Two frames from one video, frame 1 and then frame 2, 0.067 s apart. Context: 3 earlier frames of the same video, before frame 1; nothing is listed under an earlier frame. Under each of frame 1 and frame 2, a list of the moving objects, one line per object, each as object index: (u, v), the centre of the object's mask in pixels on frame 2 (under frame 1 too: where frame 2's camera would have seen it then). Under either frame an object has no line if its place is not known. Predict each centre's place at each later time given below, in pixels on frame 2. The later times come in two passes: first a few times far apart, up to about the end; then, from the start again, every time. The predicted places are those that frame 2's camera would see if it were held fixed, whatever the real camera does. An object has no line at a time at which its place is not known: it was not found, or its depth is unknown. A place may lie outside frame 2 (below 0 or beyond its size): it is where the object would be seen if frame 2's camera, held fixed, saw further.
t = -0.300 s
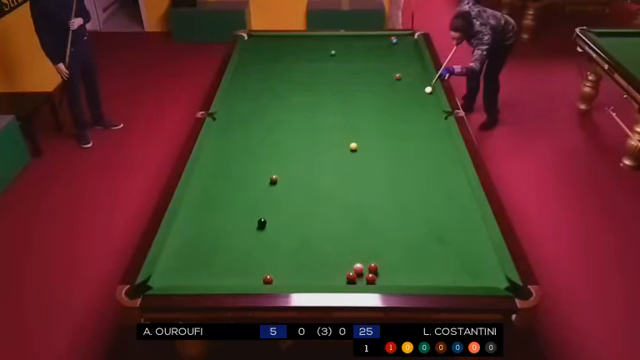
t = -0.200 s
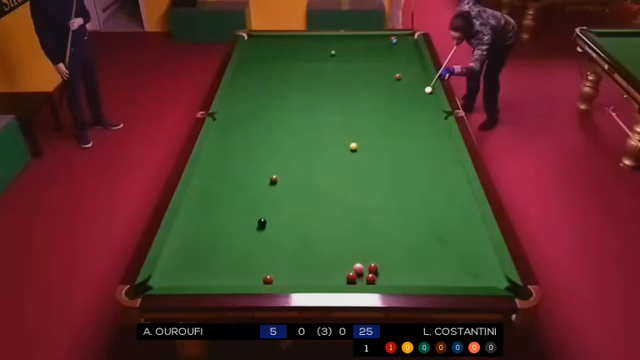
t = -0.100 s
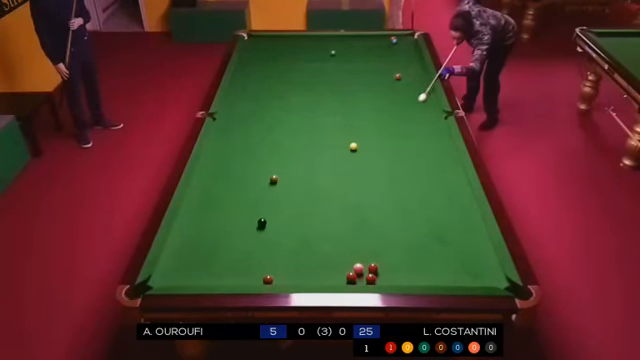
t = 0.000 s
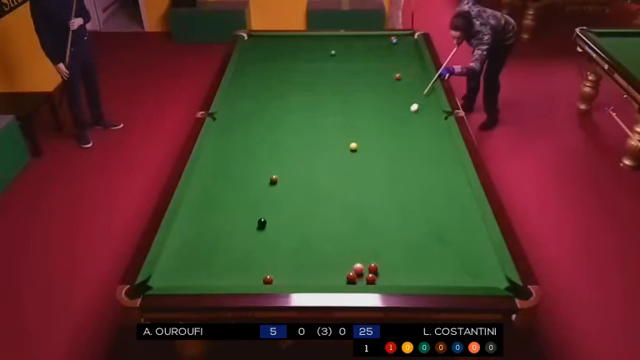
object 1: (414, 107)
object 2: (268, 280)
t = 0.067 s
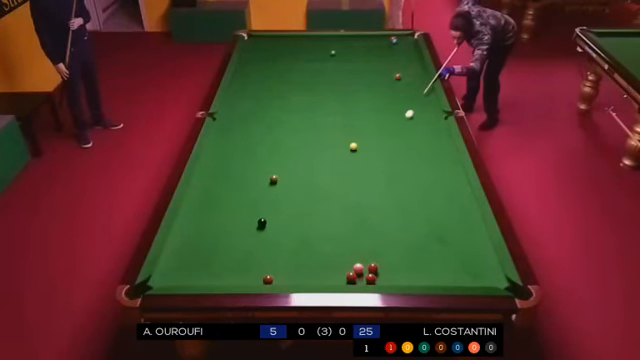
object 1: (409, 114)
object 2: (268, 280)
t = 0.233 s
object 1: (396, 130)
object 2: (268, 280)
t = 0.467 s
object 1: (375, 157)
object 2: (268, 280)
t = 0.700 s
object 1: (352, 187)
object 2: (268, 280)
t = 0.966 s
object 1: (320, 228)
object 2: (268, 279)
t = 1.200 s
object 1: (286, 271)
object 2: (267, 279)
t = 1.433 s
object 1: (285, 258)
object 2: (250, 277)
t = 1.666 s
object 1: (289, 235)
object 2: (230, 274)
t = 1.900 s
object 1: (293, 215)
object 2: (213, 269)
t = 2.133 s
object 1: (296, 198)
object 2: (197, 266)
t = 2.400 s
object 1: (299, 180)
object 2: (179, 262)
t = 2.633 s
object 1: (301, 167)
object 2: (164, 260)
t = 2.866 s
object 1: (302, 155)
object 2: (172, 258)
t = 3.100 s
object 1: (304, 144)
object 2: (182, 256)
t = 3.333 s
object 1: (305, 134)
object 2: (190, 255)
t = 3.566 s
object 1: (306, 125)
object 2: (196, 254)
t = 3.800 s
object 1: (306, 117)
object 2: (202, 253)
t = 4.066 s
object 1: (307, 108)
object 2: (207, 253)
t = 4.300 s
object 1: (307, 101)
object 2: (210, 253)
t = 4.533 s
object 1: (308, 95)
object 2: (212, 252)
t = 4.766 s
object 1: (308, 90)
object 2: (212, 253)
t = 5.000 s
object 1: (308, 85)
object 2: (212, 253)
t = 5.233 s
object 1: (308, 80)
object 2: (212, 253)
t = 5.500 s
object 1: (309, 75)
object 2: (212, 253)
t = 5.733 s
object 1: (309, 71)
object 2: (212, 253)
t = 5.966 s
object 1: (309, 68)
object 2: (212, 253)
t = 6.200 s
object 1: (310, 65)
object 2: (213, 253)
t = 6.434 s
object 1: (310, 62)
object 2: (213, 253)
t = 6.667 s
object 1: (310, 59)
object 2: (212, 253)
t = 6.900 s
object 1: (310, 57)
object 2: (212, 253)
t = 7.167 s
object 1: (310, 55)
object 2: (212, 253)
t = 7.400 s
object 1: (310, 53)
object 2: (213, 253)
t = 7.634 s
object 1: (310, 52)
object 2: (213, 253)
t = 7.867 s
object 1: (310, 51)
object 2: (213, 253)
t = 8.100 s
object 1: (310, 50)
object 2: (212, 253)
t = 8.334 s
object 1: (310, 49)
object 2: (212, 253)
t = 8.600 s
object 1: (310, 48)
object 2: (213, 253)
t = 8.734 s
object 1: (309, 48)
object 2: (213, 253)
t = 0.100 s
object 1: (407, 117)
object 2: (268, 280)
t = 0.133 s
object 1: (404, 120)
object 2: (268, 280)
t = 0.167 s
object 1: (401, 123)
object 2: (268, 280)
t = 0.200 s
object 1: (399, 127)
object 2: (268, 280)
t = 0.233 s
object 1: (396, 130)
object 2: (268, 280)
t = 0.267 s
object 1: (393, 134)
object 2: (268, 280)
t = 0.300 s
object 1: (391, 138)
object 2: (268, 280)
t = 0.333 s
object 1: (388, 141)
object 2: (268, 280)
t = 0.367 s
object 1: (385, 145)
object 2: (268, 280)
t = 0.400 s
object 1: (382, 149)
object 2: (268, 280)
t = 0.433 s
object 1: (379, 153)
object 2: (268, 280)
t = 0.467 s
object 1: (375, 157)
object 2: (268, 280)
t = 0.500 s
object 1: (372, 161)
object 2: (268, 280)
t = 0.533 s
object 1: (369, 165)
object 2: (268, 280)
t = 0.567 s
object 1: (366, 169)
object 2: (268, 280)
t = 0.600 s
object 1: (363, 173)
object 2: (268, 280)
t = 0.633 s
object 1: (359, 178)
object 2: (268, 280)
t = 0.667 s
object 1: (355, 182)
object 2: (268, 280)
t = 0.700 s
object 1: (352, 187)
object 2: (268, 280)
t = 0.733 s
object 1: (348, 192)
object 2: (268, 279)
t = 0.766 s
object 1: (344, 197)
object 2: (268, 279)
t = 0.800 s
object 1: (341, 202)
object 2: (268, 279)
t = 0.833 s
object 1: (337, 207)
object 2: (268, 279)
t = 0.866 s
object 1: (333, 212)
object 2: (268, 279)
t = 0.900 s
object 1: (328, 217)
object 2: (268, 279)
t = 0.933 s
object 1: (324, 223)
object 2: (268, 279)
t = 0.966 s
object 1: (320, 228)
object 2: (268, 279)
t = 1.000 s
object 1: (316, 234)
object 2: (268, 279)
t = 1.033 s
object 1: (311, 240)
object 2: (268, 279)
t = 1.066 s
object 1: (306, 246)
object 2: (268, 279)
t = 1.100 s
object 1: (302, 252)
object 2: (268, 279)
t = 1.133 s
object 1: (297, 259)
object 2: (267, 279)
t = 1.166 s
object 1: (291, 265)
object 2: (267, 279)
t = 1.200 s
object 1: (286, 271)
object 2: (267, 279)
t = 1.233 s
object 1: (281, 278)
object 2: (267, 279)
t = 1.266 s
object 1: (279, 279)
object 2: (266, 279)
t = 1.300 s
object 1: (280, 274)
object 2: (262, 278)
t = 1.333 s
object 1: (282, 270)
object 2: (258, 278)
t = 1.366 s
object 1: (283, 265)
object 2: (256, 278)
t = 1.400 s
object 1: (284, 262)
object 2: (253, 277)
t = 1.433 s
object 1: (285, 258)
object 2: (250, 277)
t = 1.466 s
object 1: (285, 254)
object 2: (247, 277)
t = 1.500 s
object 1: (286, 251)
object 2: (244, 277)
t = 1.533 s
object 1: (286, 248)
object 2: (242, 276)
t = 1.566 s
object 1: (287, 244)
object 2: (239, 276)
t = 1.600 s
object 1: (288, 241)
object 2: (236, 275)
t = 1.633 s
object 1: (289, 238)
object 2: (233, 274)
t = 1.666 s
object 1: (289, 235)
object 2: (230, 274)
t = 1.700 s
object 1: (290, 232)
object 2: (228, 273)
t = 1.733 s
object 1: (290, 229)
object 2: (225, 273)
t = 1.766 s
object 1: (291, 226)
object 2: (223, 272)
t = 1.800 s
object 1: (291, 223)
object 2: (221, 271)
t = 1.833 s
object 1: (292, 221)
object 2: (218, 270)
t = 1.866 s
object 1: (292, 218)
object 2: (216, 270)
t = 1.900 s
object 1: (293, 215)
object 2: (213, 269)
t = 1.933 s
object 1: (293, 213)
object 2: (210, 268)
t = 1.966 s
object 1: (294, 210)
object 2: (208, 268)
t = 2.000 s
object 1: (294, 207)
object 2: (206, 268)
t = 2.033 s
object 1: (294, 205)
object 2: (204, 267)
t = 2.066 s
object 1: (295, 203)
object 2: (201, 266)
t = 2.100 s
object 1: (295, 200)
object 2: (199, 266)
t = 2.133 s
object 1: (296, 198)
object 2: (197, 266)
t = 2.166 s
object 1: (296, 195)
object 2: (194, 265)
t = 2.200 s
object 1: (297, 193)
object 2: (192, 265)
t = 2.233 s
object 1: (297, 191)
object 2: (190, 264)
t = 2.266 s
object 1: (297, 189)
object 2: (187, 264)
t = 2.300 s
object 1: (297, 186)
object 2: (185, 263)
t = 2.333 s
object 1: (298, 185)
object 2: (183, 263)
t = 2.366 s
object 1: (298, 182)
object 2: (181, 262)
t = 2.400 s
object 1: (299, 180)
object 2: (179, 262)
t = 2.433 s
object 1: (299, 178)
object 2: (177, 262)
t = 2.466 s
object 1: (299, 176)
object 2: (175, 261)
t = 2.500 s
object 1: (300, 174)
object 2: (172, 261)
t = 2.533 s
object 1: (300, 173)
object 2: (170, 261)
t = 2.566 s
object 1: (300, 170)
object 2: (168, 260)
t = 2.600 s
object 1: (300, 169)
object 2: (166, 260)
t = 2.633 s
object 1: (301, 167)
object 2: (164, 260)
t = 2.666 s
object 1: (301, 165)
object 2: (163, 259)
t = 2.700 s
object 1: (301, 163)
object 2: (164, 259)
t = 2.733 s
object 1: (301, 161)
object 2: (166, 259)
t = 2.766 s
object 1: (302, 160)
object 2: (168, 258)
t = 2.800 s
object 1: (302, 158)
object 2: (169, 258)
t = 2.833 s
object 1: (302, 156)
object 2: (171, 258)
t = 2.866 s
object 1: (302, 155)
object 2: (172, 258)
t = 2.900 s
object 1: (303, 153)
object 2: (174, 257)
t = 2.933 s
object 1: (303, 151)
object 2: (175, 257)
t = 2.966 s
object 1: (303, 150)
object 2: (177, 257)
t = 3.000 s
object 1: (303, 148)
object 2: (178, 257)
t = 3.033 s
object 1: (303, 147)
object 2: (179, 256)
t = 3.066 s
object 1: (304, 145)
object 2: (181, 256)
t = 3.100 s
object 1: (304, 144)
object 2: (182, 256)
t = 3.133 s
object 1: (304, 142)
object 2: (183, 256)
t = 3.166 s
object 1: (304, 141)
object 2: (184, 256)
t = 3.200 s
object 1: (304, 139)
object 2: (186, 255)
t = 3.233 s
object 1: (304, 138)
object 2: (186, 255)
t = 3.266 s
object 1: (305, 137)
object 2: (187, 255)
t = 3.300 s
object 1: (305, 135)
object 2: (188, 255)
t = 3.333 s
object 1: (305, 134)
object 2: (190, 255)
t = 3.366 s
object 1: (305, 133)
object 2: (191, 255)
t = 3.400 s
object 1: (305, 131)
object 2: (192, 254)
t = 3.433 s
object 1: (305, 130)
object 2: (193, 254)
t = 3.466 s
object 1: (305, 129)
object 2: (194, 254)
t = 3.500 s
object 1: (305, 127)
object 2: (195, 254)
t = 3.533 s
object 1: (305, 126)
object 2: (196, 254)
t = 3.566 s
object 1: (306, 125)
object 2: (196, 254)
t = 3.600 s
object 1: (306, 124)
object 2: (197, 254)
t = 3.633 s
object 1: (306, 122)
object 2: (198, 254)
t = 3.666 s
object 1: (306, 121)
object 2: (199, 254)
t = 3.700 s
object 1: (306, 120)
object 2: (200, 253)
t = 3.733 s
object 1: (306, 119)
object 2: (201, 253)
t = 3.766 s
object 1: (306, 118)
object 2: (201, 253)
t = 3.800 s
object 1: (306, 117)
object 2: (202, 253)
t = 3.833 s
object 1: (306, 116)
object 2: (203, 253)
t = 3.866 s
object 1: (306, 114)
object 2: (204, 253)
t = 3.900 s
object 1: (306, 113)
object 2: (204, 253)
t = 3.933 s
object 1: (307, 112)
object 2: (205, 253)
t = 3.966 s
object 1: (307, 111)
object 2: (206, 253)
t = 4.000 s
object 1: (307, 110)
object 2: (206, 253)
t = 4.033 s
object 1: (307, 109)
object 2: (207, 253)
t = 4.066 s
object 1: (307, 108)
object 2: (207, 253)
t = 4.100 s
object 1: (307, 107)
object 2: (208, 253)
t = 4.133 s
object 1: (307, 106)
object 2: (208, 253)
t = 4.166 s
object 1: (307, 105)
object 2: (209, 253)
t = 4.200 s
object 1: (307, 104)
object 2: (209, 253)
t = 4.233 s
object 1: (307, 103)
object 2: (210, 253)
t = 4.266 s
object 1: (307, 102)
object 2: (210, 253)
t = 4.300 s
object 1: (307, 101)
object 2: (210, 253)
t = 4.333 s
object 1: (307, 101)
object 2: (210, 253)
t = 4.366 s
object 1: (307, 100)
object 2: (211, 253)
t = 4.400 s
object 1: (307, 99)
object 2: (211, 253)
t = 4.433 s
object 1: (307, 98)
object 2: (211, 253)
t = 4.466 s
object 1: (308, 97)
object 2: (212, 253)
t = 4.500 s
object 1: (307, 96)
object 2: (212, 253)
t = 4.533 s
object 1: (308, 95)
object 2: (212, 252)
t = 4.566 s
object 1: (307, 94)
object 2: (212, 253)
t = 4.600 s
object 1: (308, 94)
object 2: (212, 253)
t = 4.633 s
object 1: (308, 93)
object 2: (212, 253)
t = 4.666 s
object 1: (308, 92)
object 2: (212, 253)
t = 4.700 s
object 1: (308, 91)
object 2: (212, 253)
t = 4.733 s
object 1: (308, 91)
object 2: (212, 253)
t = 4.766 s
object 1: (308, 90)
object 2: (212, 253)
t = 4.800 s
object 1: (308, 89)
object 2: (212, 253)
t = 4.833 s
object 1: (308, 88)
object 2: (212, 253)
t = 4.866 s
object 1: (308, 88)
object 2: (212, 253)
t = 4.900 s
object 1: (308, 87)
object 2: (212, 253)
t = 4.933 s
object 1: (308, 86)
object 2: (212, 253)
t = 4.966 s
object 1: (308, 85)
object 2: (212, 253)
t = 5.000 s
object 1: (308, 85)
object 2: (212, 253)
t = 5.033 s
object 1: (308, 84)
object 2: (212, 253)
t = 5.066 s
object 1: (308, 83)
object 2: (212, 253)
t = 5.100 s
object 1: (308, 83)
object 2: (212, 253)
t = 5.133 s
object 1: (308, 82)
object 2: (212, 253)
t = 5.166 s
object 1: (308, 81)
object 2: (212, 253)
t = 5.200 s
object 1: (308, 81)
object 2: (212, 253)
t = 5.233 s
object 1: (308, 80)
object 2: (212, 253)
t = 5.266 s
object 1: (308, 80)
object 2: (212, 253)
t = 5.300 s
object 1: (308, 79)
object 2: (212, 253)
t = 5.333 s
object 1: (309, 78)
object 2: (212, 253)
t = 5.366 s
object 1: (309, 78)
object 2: (212, 253)
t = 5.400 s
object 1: (309, 77)
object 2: (212, 253)
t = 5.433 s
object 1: (309, 76)
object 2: (212, 253)
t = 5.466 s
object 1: (309, 76)
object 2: (212, 253)
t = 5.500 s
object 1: (309, 75)
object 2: (212, 253)
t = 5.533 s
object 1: (309, 74)
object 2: (212, 253)
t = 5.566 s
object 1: (309, 74)
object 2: (212, 253)
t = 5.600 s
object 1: (309, 73)
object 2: (212, 253)
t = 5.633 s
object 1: (309, 73)
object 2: (212, 253)
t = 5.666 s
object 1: (309, 72)
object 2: (212, 253)
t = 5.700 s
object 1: (309, 72)
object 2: (212, 253)
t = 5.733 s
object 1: (309, 71)
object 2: (212, 253)
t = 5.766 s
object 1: (309, 71)
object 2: (212, 253)
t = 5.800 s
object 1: (309, 70)
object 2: (212, 253)
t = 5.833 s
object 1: (309, 70)
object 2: (212, 253)
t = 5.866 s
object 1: (309, 69)
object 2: (212, 253)
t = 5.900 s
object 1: (309, 69)
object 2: (212, 253)
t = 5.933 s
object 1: (309, 68)
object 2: (212, 253)
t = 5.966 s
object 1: (309, 68)
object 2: (212, 253)
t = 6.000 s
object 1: (309, 68)
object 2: (212, 253)
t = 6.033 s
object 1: (309, 67)
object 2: (212, 253)
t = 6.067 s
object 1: (309, 66)
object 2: (213, 253)
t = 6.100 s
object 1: (309, 66)
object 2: (213, 253)
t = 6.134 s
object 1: (309, 66)
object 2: (212, 253)
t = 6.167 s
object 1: (309, 65)
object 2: (212, 253)
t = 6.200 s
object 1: (310, 65)
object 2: (213, 253)
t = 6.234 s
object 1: (310, 65)
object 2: (213, 253)
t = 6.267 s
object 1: (309, 64)
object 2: (213, 253)
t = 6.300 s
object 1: (309, 64)
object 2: (213, 253)
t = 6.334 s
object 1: (310, 63)
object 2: (213, 253)
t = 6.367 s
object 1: (310, 63)
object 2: (213, 253)
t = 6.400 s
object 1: (310, 62)
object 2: (213, 253)
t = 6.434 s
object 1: (310, 62)
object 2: (213, 253)
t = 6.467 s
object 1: (310, 62)
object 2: (213, 253)
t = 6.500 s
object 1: (310, 61)
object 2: (213, 253)
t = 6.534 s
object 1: (310, 61)
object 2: (213, 253)
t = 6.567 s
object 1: (310, 61)
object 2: (213, 253)
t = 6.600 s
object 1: (310, 60)
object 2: (212, 253)
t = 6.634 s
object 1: (310, 60)
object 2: (213, 253)
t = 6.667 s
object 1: (310, 59)
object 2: (212, 253)
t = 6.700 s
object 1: (310, 59)
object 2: (212, 253)
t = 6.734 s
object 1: (310, 59)
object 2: (212, 253)
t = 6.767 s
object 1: (310, 59)
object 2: (212, 253)
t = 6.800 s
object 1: (310, 58)
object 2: (212, 253)
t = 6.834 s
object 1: (310, 58)
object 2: (212, 253)
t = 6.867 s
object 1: (310, 57)
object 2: (212, 253)
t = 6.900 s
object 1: (310, 57)
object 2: (212, 253)
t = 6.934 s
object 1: (310, 57)
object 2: (212, 253)
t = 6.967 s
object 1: (310, 57)
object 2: (212, 253)
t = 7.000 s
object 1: (310, 57)
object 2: (212, 253)
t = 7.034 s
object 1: (310, 56)
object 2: (213, 253)
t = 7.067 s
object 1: (310, 56)
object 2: (212, 253)
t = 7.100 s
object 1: (310, 56)
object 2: (212, 253)
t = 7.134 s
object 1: (310, 55)
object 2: (212, 253)
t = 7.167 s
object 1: (310, 55)
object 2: (212, 253)
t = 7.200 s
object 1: (310, 55)
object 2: (212, 253)
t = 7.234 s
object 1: (310, 54)
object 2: (212, 253)
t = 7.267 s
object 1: (310, 54)
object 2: (212, 253)
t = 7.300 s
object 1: (310, 54)
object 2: (212, 253)
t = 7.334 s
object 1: (310, 54)
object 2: (212, 253)
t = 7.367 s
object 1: (310, 53)
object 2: (213, 253)
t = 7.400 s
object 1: (310, 53)
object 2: (213, 253)
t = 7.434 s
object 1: (310, 53)
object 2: (213, 253)
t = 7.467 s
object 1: (310, 53)
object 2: (213, 253)
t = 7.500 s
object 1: (310, 53)
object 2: (213, 253)
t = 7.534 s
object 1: (310, 53)
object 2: (213, 253)
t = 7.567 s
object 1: (310, 52)
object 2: (213, 253)
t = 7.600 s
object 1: (310, 52)
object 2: (213, 253)
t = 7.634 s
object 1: (310, 52)
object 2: (213, 253)
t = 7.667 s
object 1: (310, 52)
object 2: (213, 253)
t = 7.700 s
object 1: (310, 52)
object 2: (213, 253)
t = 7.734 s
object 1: (310, 51)
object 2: (213, 253)
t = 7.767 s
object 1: (310, 51)
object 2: (213, 253)
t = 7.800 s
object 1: (310, 51)
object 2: (213, 253)
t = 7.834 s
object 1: (310, 51)
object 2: (213, 253)
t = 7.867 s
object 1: (310, 51)
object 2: (213, 253)
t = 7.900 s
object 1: (310, 50)
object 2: (213, 253)
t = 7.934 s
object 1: (310, 50)
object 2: (213, 253)
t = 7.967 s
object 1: (310, 50)
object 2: (213, 253)
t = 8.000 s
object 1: (310, 50)
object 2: (213, 253)
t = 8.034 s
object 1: (310, 50)
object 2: (212, 253)
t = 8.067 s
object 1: (310, 50)
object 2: (213, 253)
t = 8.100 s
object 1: (310, 50)
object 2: (212, 253)
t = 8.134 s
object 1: (310, 50)
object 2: (212, 253)
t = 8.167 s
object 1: (310, 49)
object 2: (212, 253)
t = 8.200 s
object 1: (310, 49)
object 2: (212, 253)
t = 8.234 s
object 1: (310, 49)
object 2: (212, 253)
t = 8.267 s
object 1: (310, 49)
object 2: (212, 253)
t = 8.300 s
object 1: (310, 49)
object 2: (212, 253)
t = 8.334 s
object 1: (310, 49)
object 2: (212, 253)
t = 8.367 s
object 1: (310, 49)
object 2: (212, 253)
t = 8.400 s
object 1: (310, 49)
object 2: (212, 253)
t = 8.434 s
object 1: (309, 49)
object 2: (212, 253)
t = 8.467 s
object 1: (309, 49)
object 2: (212, 253)
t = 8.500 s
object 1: (309, 48)
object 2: (212, 253)
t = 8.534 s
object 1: (310, 48)
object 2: (212, 253)
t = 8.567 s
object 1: (310, 48)
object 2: (212, 253)
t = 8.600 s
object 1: (310, 48)
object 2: (213, 253)
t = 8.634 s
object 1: (309, 48)
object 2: (212, 253)
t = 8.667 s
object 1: (309, 48)
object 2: (213, 253)
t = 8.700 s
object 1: (309, 48)
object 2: (213, 253)
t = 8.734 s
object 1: (309, 48)
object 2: (213, 253)
